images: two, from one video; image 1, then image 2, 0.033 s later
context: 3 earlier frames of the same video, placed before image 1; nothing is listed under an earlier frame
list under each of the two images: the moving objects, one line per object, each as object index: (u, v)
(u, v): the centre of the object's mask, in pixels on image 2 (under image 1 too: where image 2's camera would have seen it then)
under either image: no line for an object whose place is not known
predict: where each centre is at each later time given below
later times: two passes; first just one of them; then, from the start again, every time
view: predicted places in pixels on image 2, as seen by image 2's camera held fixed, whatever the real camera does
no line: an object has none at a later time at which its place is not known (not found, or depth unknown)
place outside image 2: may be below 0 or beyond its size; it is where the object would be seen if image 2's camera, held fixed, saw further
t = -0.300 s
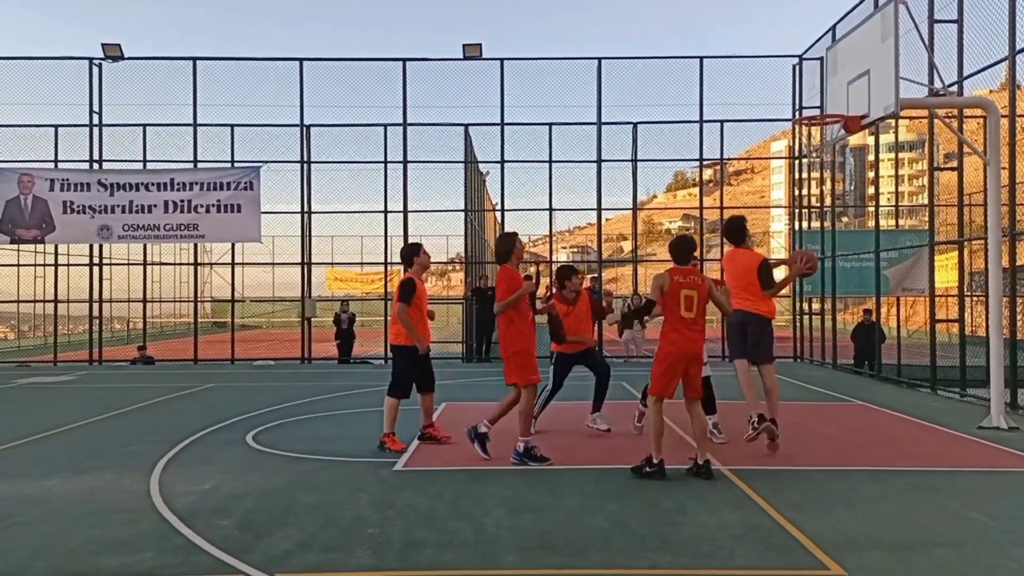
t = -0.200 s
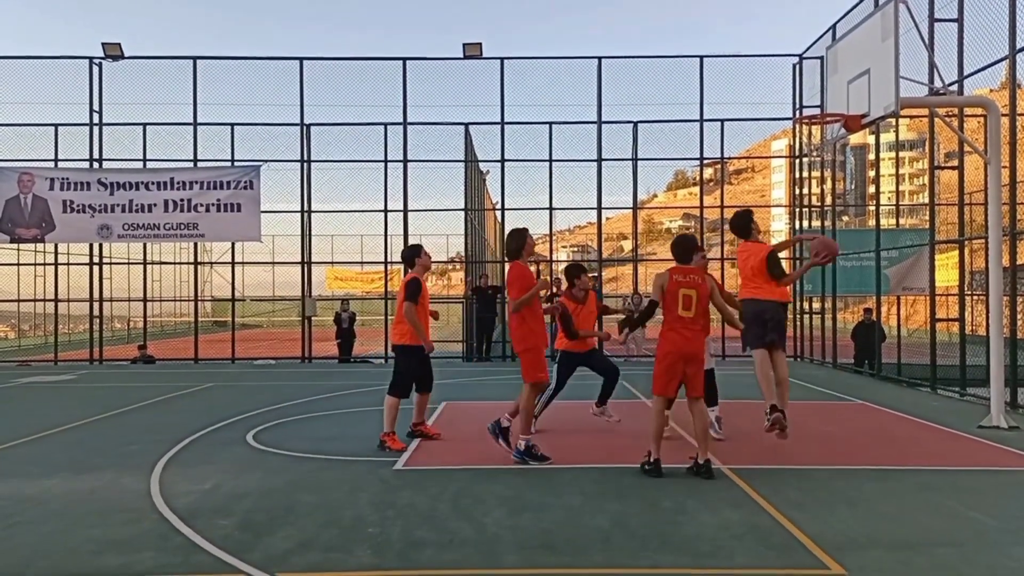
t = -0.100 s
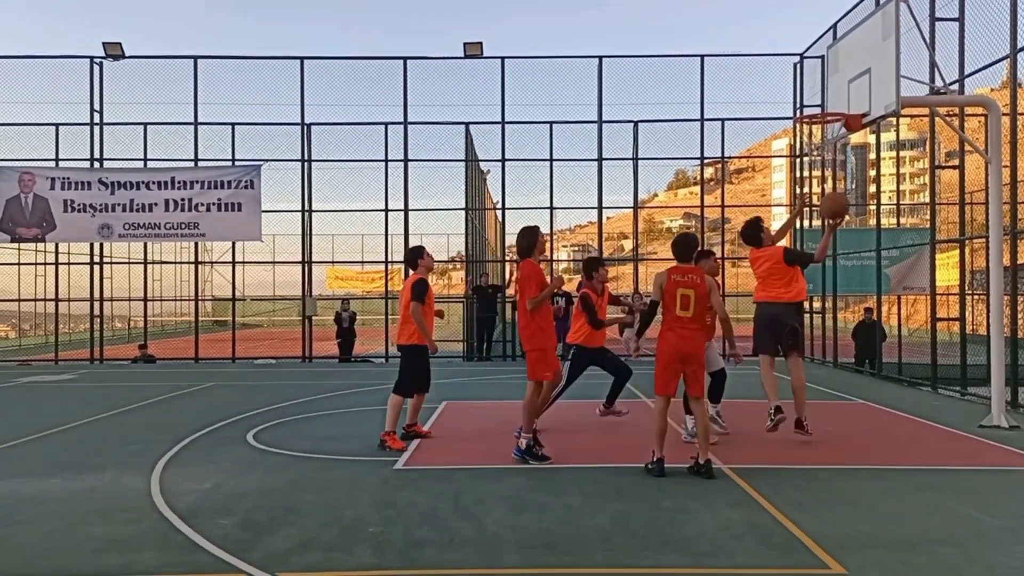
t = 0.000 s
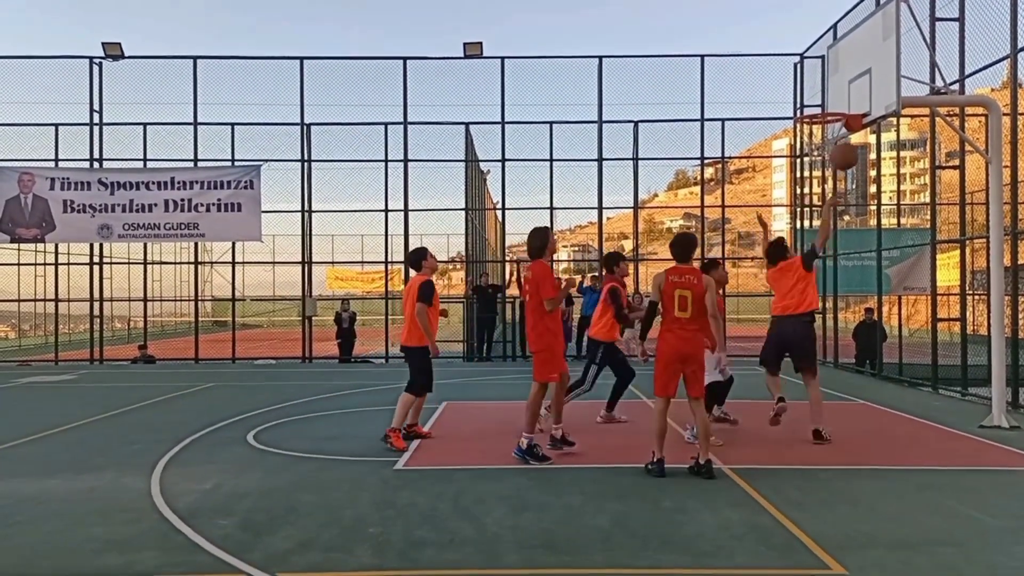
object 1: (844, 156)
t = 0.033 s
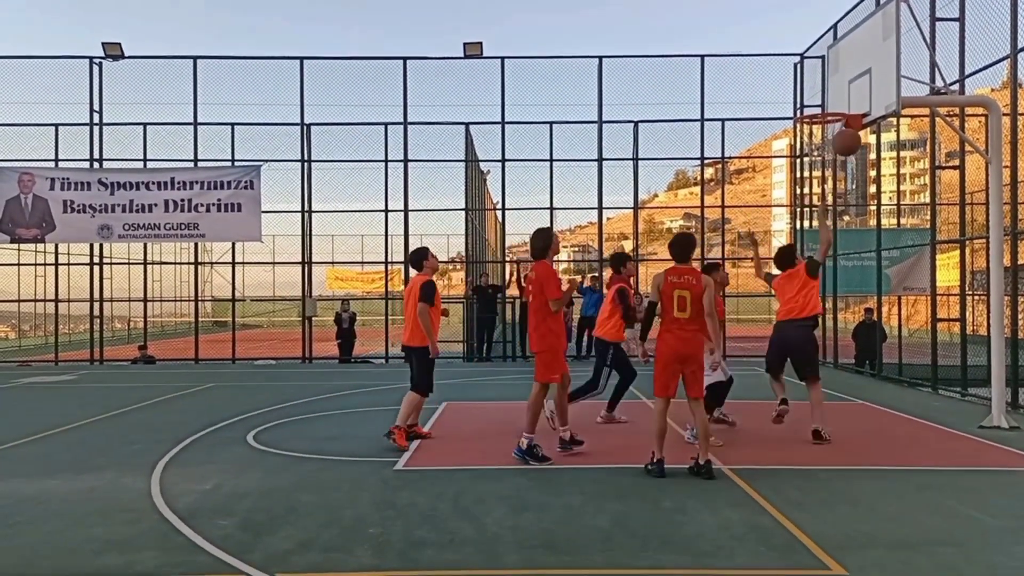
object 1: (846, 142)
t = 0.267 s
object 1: (864, 82)
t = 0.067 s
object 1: (849, 130)
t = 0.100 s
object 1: (852, 119)
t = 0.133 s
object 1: (854, 108)
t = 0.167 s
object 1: (857, 100)
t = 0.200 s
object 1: (859, 93)
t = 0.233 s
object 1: (862, 87)
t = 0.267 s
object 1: (864, 82)
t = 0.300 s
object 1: (867, 79)
